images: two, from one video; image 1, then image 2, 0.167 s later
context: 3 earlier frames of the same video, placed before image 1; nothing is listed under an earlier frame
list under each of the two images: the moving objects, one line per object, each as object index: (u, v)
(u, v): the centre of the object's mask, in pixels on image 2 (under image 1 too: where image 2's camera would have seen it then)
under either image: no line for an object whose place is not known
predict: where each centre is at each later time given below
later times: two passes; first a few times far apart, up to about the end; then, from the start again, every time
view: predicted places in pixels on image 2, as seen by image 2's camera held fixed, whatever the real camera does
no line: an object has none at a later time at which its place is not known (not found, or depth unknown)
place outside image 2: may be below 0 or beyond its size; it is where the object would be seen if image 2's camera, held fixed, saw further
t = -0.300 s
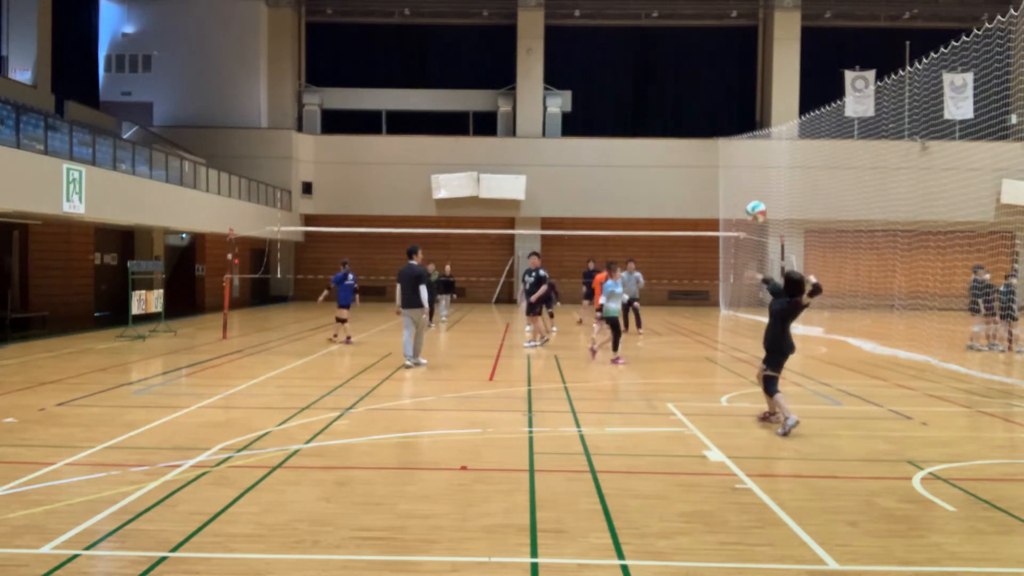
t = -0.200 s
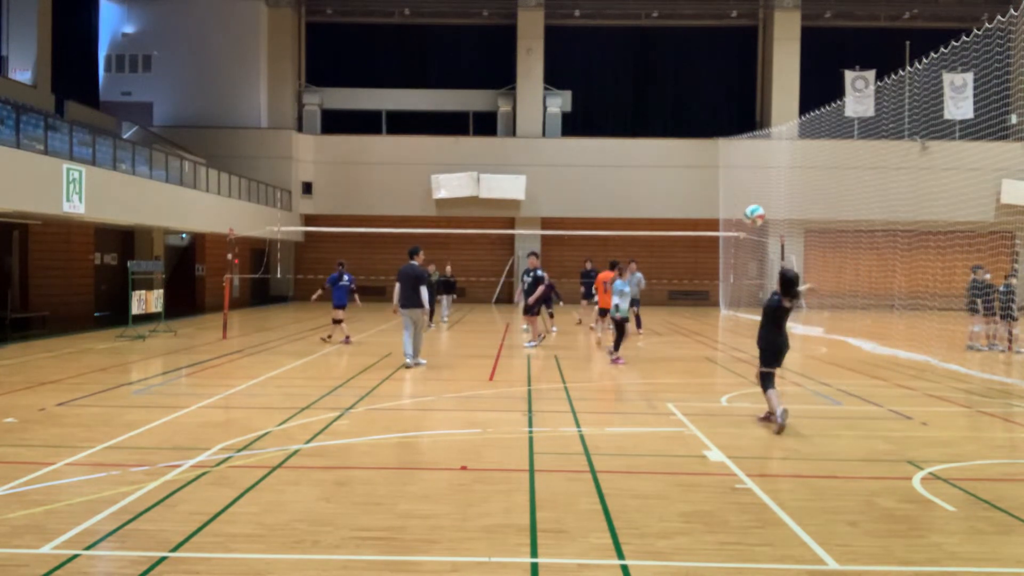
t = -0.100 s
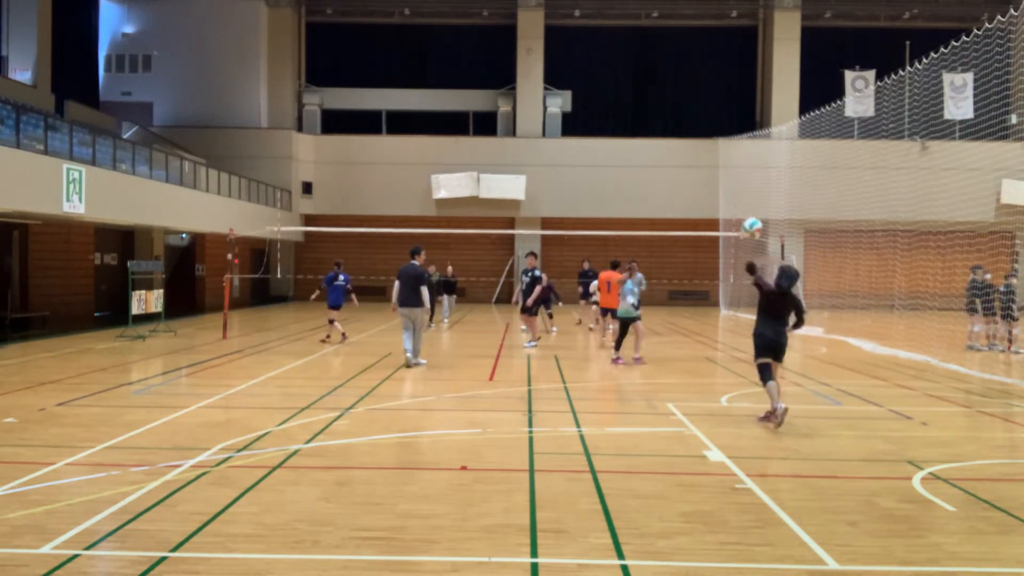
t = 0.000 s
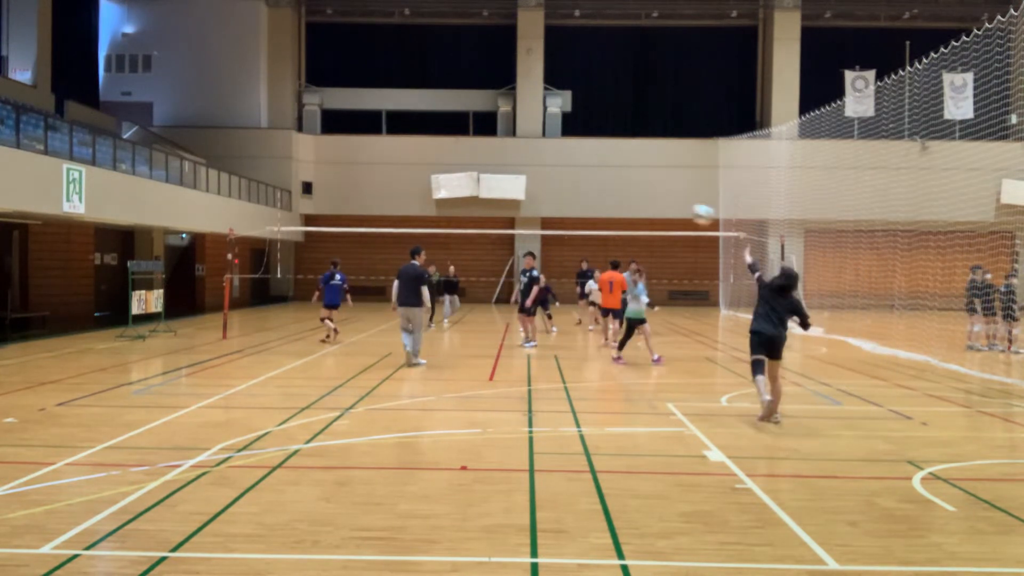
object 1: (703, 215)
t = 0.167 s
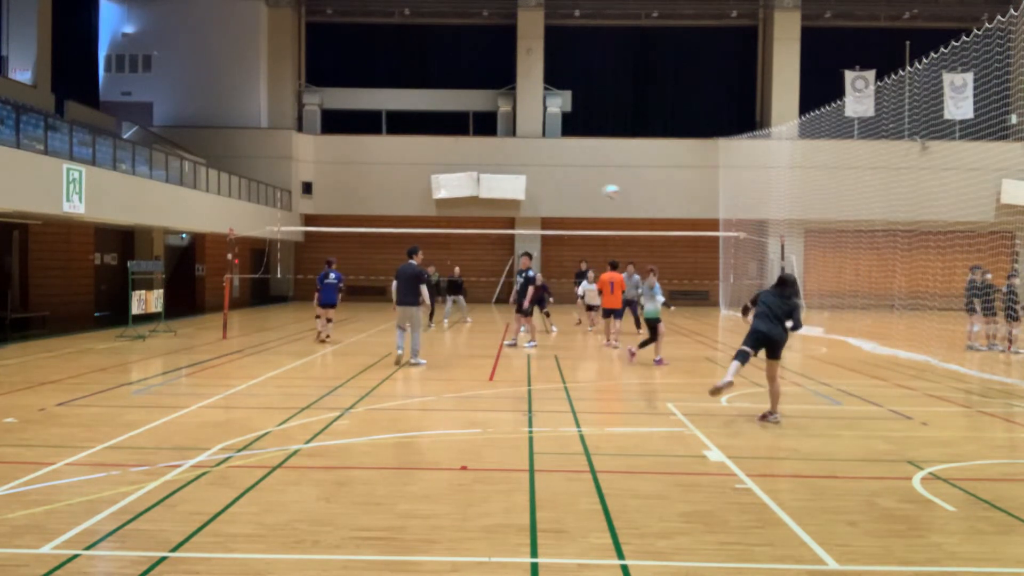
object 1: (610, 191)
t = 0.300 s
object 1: (559, 192)
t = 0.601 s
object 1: (485, 225)
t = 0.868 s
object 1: (454, 230)
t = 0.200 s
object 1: (597, 192)
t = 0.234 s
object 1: (583, 191)
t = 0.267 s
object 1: (571, 192)
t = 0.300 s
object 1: (559, 192)
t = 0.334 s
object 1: (549, 196)
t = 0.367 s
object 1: (540, 197)
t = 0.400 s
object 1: (531, 200)
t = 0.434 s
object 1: (522, 204)
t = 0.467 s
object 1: (514, 207)
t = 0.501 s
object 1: (506, 211)
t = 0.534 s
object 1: (498, 216)
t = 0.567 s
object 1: (492, 220)
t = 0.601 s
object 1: (485, 225)
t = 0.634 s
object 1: (480, 227)
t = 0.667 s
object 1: (476, 226)
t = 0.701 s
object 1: (472, 225)
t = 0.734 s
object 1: (468, 224)
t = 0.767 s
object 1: (464, 225)
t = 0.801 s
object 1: (461, 225)
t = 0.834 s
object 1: (458, 227)
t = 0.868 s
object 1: (454, 230)
